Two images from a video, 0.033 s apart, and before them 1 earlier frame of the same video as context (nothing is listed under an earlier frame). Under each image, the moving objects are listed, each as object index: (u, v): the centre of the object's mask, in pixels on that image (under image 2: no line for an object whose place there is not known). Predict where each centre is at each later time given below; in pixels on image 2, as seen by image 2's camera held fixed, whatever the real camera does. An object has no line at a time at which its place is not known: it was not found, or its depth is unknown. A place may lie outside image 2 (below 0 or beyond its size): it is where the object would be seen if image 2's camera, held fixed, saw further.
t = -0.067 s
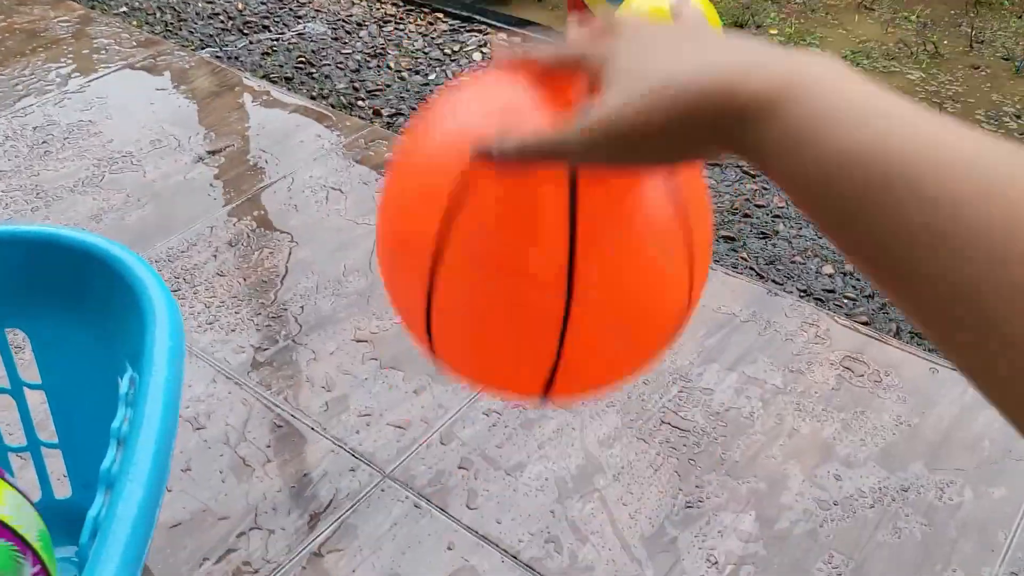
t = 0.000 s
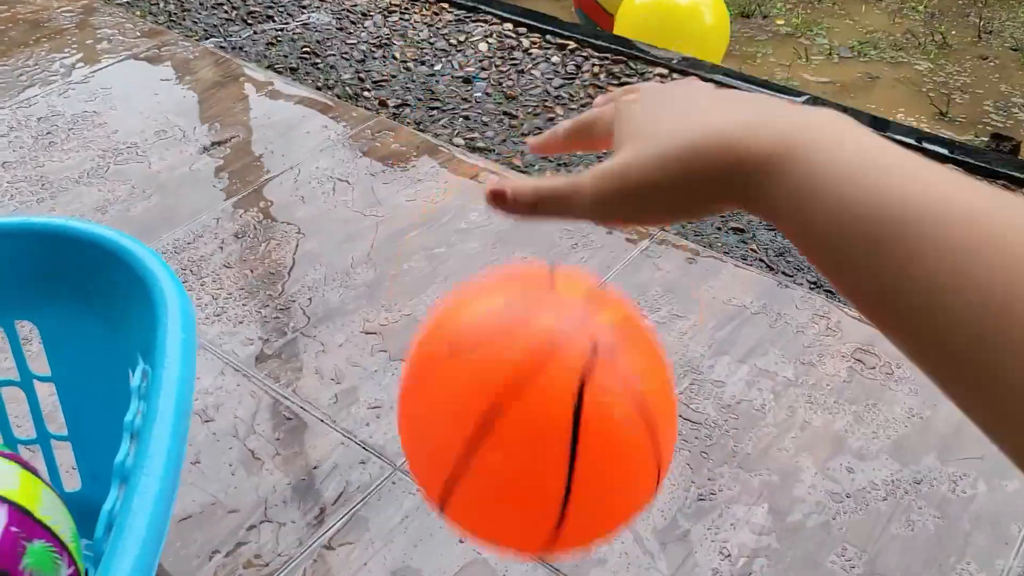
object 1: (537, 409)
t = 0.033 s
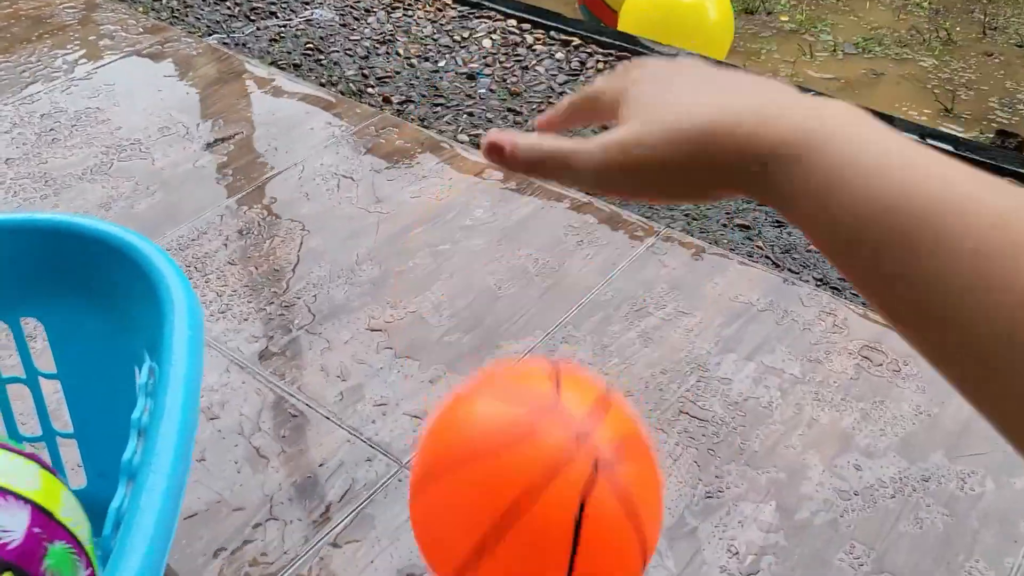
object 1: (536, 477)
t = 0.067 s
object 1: (531, 468)
